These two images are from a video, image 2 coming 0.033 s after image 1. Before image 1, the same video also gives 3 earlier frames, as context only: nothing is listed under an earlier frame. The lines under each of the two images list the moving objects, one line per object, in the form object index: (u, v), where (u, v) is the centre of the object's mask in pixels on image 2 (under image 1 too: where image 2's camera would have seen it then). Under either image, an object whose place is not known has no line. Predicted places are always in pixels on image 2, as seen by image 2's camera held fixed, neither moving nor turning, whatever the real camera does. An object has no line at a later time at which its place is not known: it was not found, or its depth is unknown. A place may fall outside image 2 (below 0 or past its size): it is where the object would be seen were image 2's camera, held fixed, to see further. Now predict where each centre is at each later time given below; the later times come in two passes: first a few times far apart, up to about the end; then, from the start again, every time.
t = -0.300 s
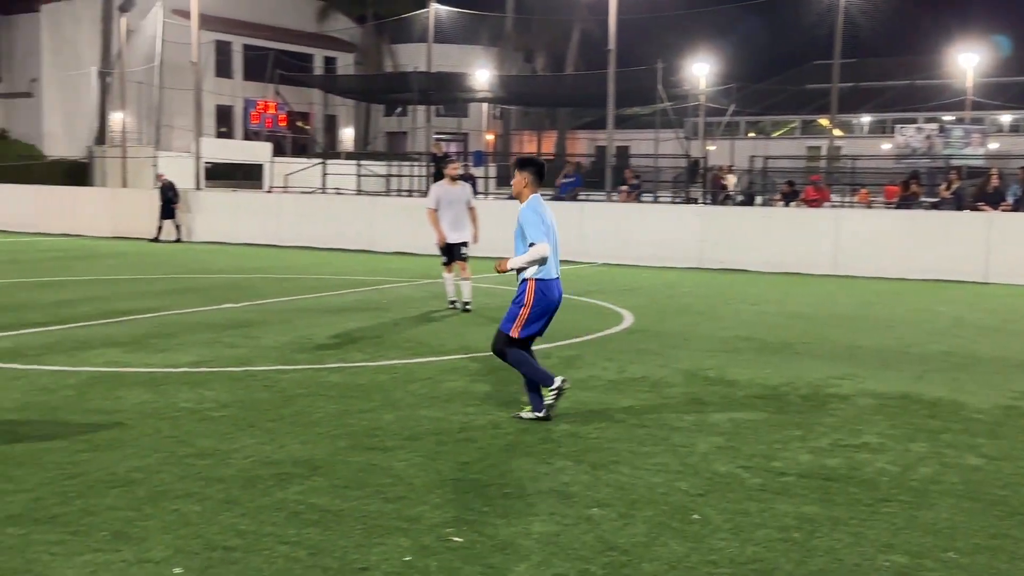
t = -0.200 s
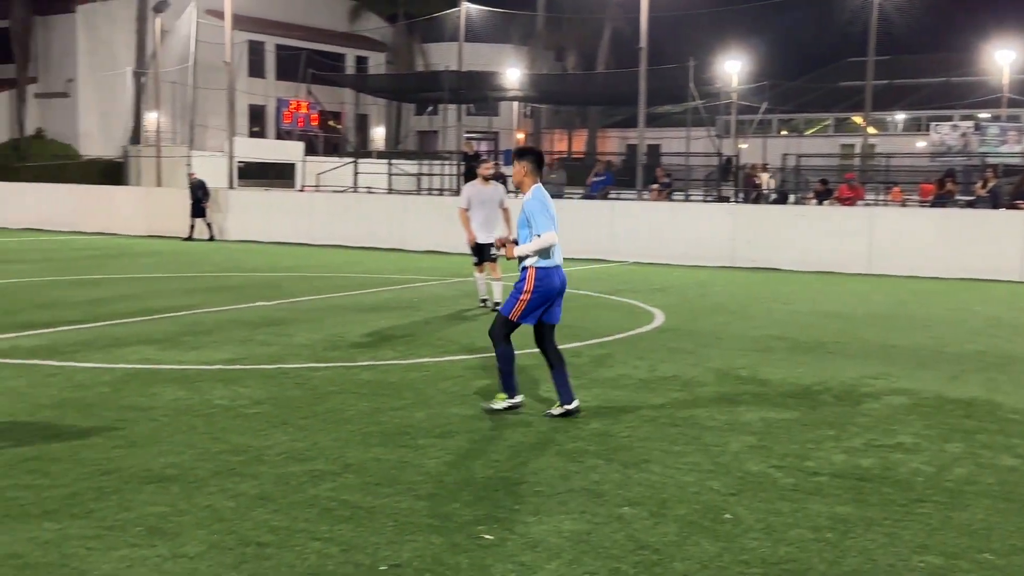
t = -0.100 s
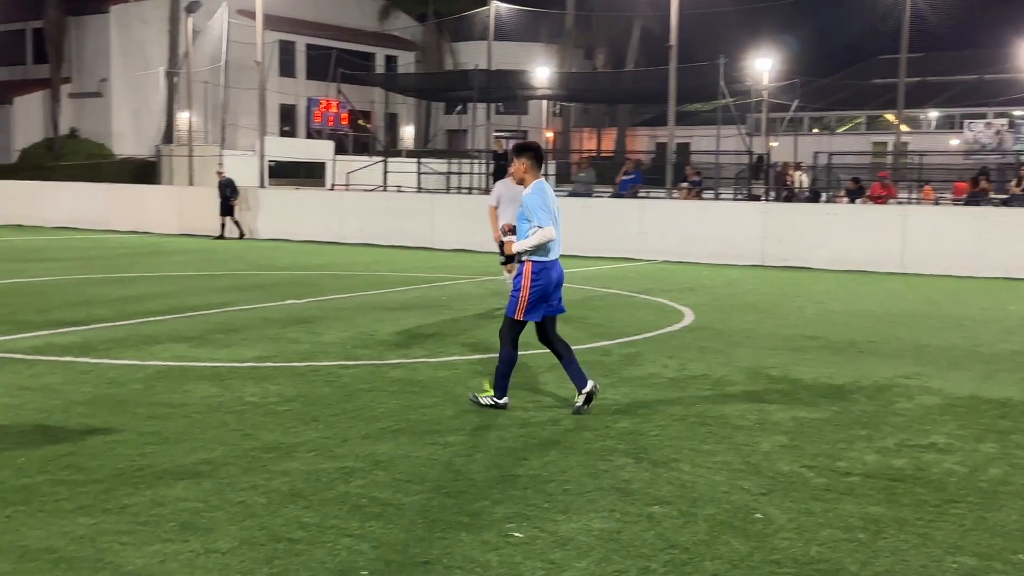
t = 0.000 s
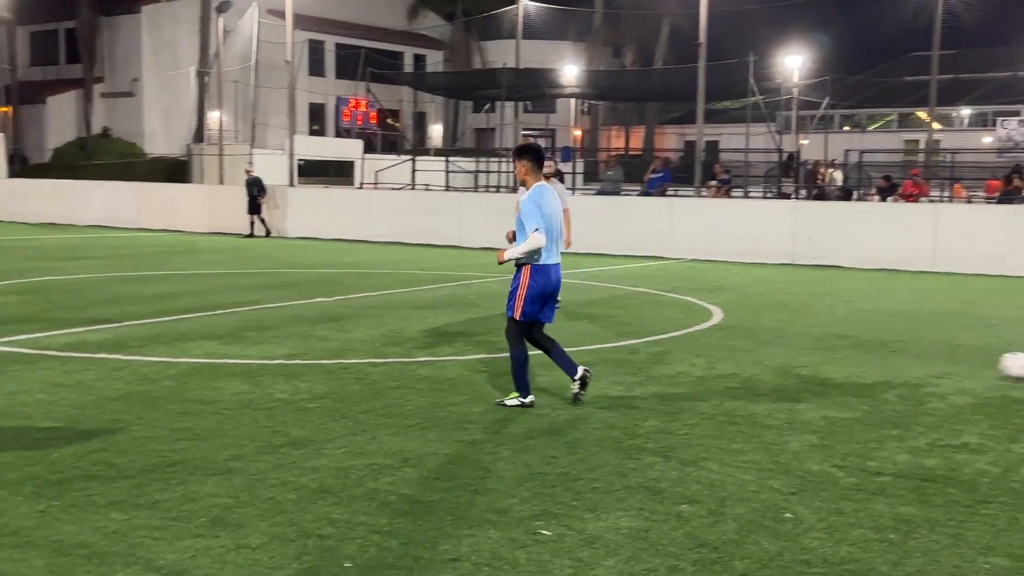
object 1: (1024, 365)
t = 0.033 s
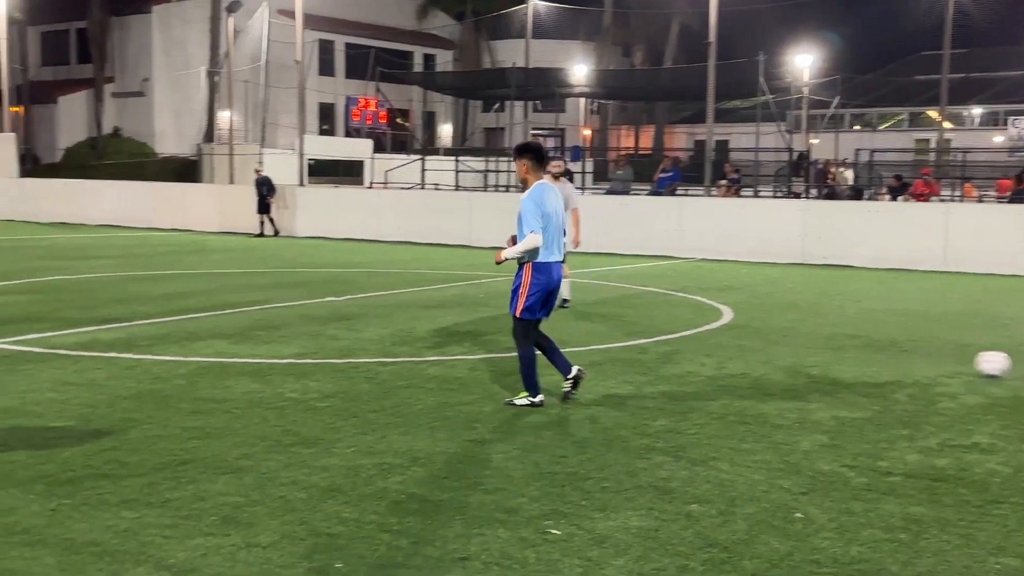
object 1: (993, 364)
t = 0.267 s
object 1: (794, 343)
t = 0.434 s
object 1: (689, 328)
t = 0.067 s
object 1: (957, 364)
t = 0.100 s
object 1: (926, 359)
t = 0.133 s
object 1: (898, 352)
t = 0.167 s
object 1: (870, 348)
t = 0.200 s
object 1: (844, 345)
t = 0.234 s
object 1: (819, 343)
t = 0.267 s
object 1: (794, 343)
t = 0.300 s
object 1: (769, 345)
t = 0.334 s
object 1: (747, 344)
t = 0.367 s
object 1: (727, 337)
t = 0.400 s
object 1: (708, 331)
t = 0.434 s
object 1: (689, 328)
